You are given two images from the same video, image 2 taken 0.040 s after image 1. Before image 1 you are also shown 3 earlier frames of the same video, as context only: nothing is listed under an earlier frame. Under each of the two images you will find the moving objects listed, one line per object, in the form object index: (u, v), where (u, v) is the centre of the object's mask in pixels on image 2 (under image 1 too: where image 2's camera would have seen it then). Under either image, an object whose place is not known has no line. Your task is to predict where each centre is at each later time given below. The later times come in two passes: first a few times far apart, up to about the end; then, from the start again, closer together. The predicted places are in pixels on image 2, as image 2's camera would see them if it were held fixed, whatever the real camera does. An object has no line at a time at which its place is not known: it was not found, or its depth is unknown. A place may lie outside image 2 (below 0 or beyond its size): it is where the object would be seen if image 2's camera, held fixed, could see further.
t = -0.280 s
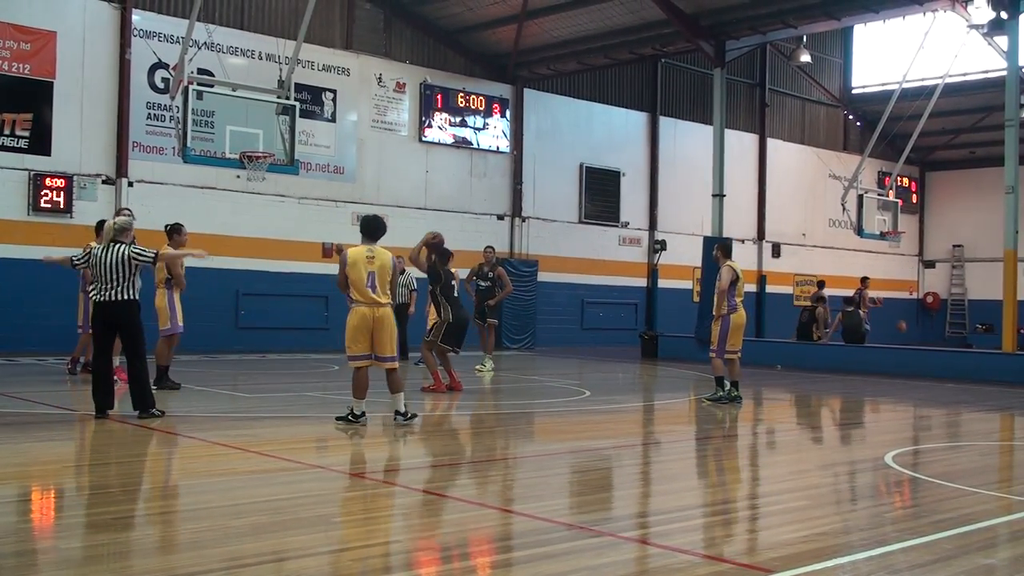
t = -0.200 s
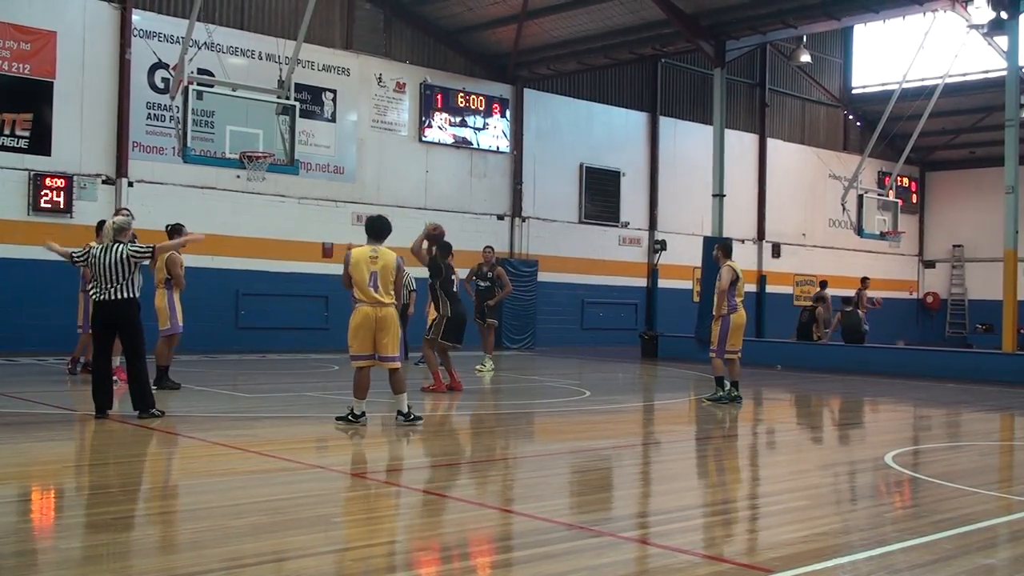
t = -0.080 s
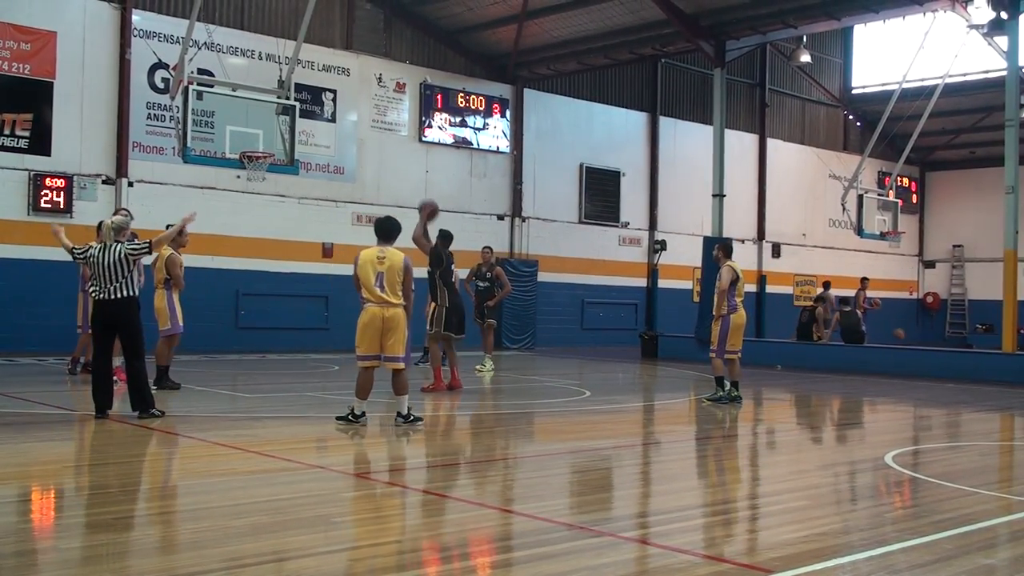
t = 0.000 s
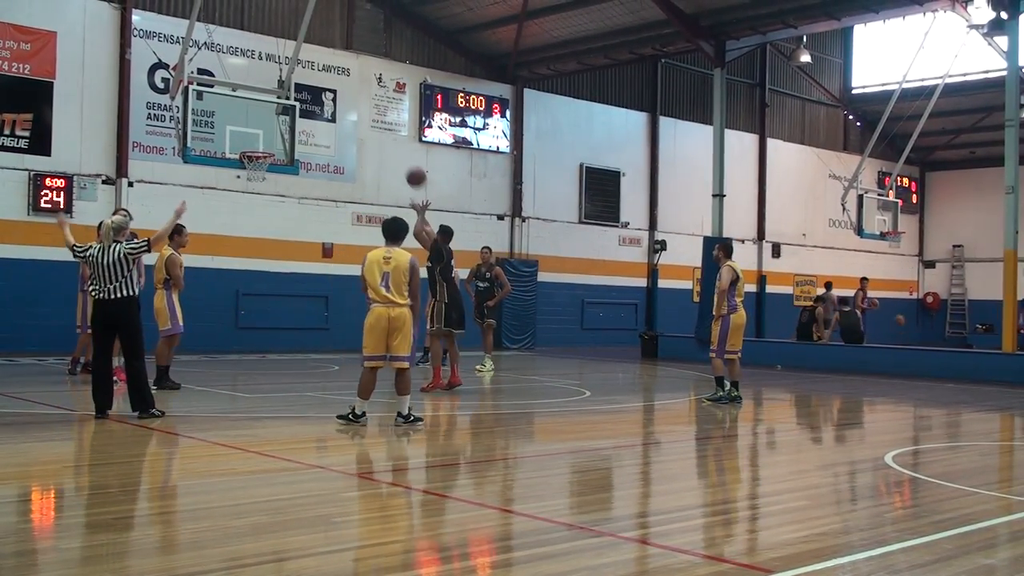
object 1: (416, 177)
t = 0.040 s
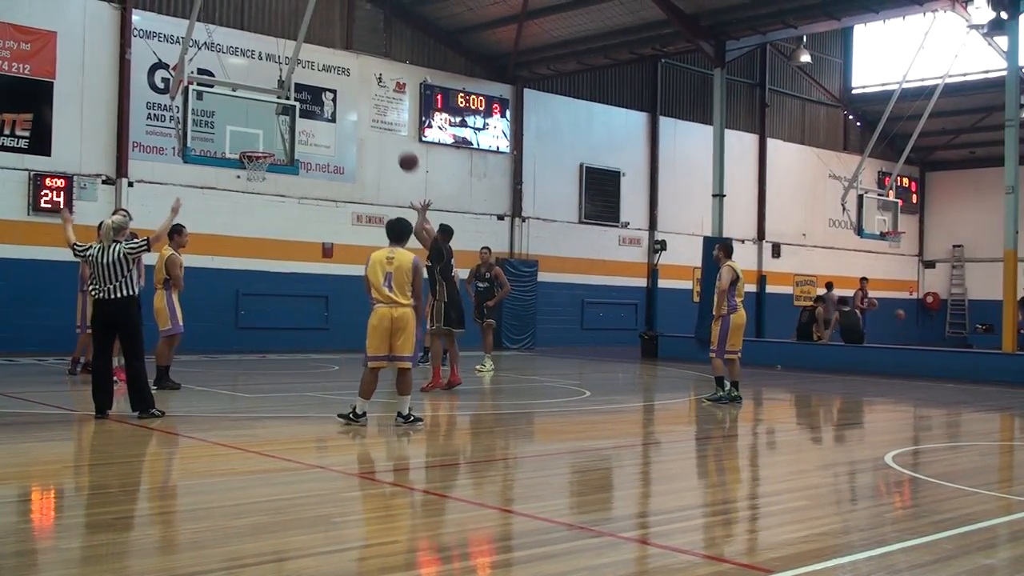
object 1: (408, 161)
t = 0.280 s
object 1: (365, 99)
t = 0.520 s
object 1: (327, 84)
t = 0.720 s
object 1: (298, 105)
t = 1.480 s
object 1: (249, 162)
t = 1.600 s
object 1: (257, 182)
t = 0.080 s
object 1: (401, 148)
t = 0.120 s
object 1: (393, 135)
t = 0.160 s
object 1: (387, 125)
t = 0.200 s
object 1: (379, 114)
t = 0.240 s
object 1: (372, 106)
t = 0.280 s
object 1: (365, 99)
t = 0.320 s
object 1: (359, 94)
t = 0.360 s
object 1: (352, 89)
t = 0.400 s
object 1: (346, 87)
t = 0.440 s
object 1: (340, 85)
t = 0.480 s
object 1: (333, 84)
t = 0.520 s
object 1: (327, 84)
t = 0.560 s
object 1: (321, 84)
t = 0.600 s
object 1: (315, 88)
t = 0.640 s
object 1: (309, 94)
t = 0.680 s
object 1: (303, 97)
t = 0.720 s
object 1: (298, 105)
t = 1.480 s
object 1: (249, 162)
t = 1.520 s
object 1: (251, 172)
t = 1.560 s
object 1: (255, 177)
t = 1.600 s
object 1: (257, 182)
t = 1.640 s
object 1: (259, 189)
